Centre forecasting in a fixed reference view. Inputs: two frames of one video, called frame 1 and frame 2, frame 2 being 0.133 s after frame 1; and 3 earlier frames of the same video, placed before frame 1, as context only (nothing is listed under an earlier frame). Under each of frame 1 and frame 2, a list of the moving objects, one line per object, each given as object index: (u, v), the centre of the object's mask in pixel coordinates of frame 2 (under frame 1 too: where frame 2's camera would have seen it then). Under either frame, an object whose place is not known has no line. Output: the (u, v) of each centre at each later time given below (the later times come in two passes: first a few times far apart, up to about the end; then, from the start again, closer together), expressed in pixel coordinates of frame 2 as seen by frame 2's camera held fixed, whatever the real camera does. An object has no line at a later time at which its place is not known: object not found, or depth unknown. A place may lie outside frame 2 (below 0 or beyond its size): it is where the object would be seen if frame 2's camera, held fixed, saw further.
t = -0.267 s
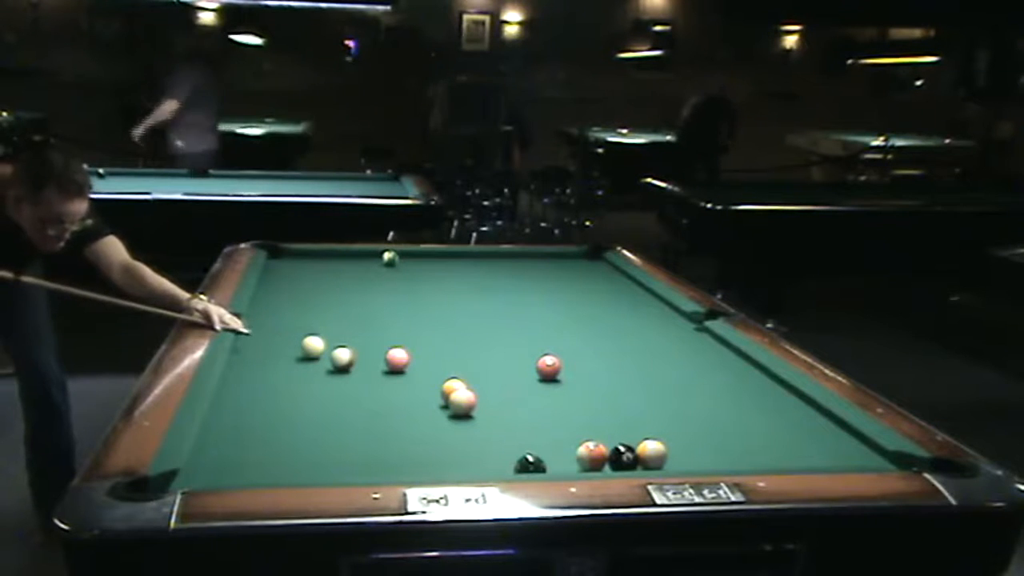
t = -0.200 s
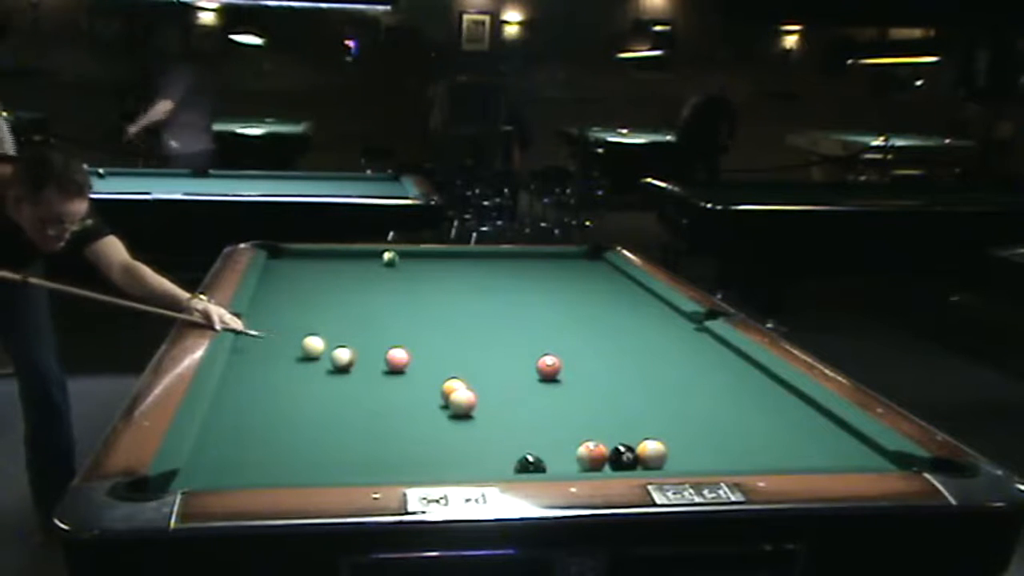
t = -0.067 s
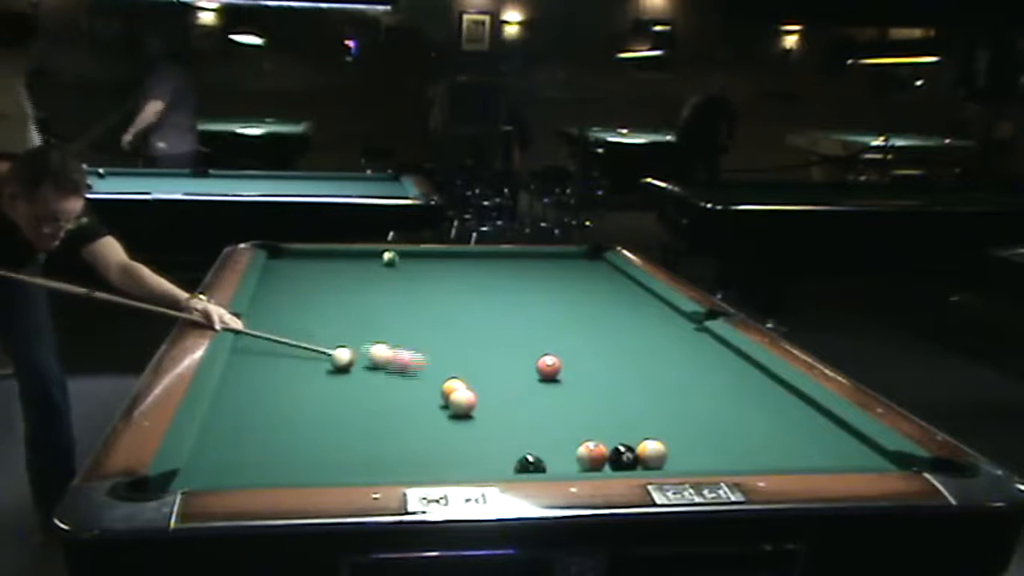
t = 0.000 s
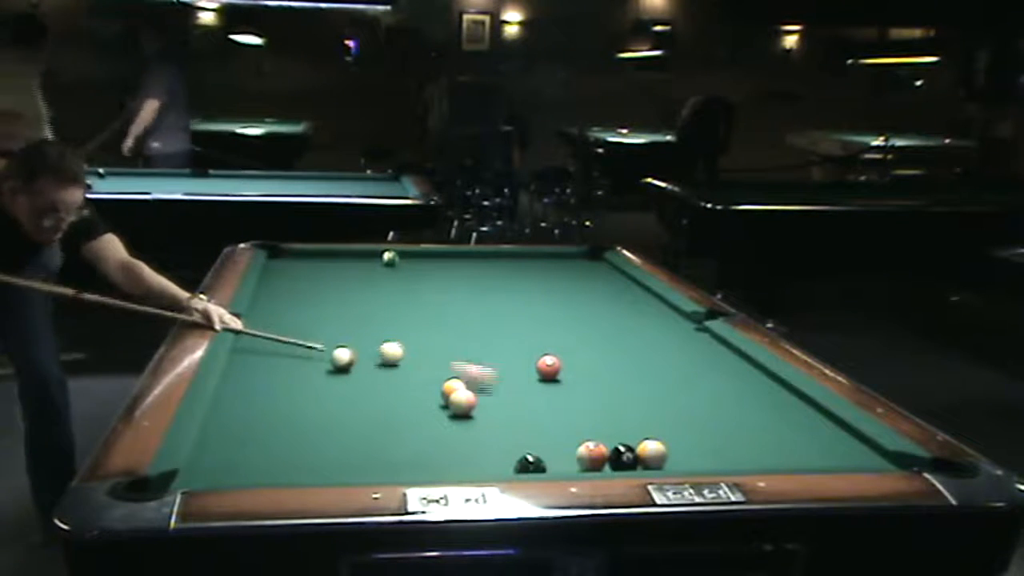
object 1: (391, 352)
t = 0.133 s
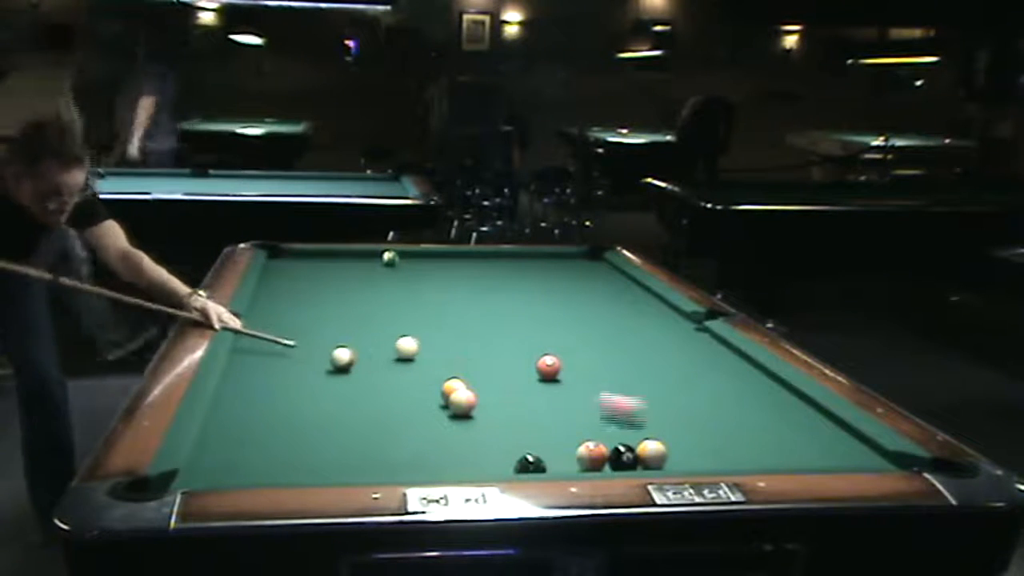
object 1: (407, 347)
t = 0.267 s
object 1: (420, 342)
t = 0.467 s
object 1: (440, 336)
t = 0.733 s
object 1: (463, 328)
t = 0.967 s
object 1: (480, 323)
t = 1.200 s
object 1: (497, 318)
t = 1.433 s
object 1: (512, 313)
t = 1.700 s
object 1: (527, 308)
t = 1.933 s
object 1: (538, 305)
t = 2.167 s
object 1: (549, 302)
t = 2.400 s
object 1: (558, 299)
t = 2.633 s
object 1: (567, 296)
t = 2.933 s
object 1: (576, 294)
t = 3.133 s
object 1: (581, 292)
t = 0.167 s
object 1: (410, 345)
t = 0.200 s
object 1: (413, 344)
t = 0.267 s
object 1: (420, 342)
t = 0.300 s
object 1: (423, 341)
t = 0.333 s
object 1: (427, 340)
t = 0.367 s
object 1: (430, 339)
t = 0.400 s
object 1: (434, 337)
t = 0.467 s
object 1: (440, 336)
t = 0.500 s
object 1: (443, 335)
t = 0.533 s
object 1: (445, 334)
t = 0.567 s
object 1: (449, 333)
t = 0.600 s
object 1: (451, 332)
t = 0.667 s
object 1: (457, 330)
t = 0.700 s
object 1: (460, 329)
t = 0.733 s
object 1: (463, 328)
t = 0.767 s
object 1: (465, 328)
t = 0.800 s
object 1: (468, 327)
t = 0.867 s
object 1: (473, 325)
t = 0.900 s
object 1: (475, 324)
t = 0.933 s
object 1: (478, 323)
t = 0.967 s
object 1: (480, 323)
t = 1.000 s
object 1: (483, 322)
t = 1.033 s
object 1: (485, 321)
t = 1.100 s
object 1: (490, 320)
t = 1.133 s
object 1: (492, 319)
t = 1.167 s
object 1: (495, 318)
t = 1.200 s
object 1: (497, 318)
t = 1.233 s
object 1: (499, 317)
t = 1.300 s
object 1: (503, 316)
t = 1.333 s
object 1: (506, 315)
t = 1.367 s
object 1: (508, 314)
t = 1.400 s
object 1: (510, 314)
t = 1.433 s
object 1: (512, 313)
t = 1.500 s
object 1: (516, 312)
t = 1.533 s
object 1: (517, 312)
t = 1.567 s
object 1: (519, 311)
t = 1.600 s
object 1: (521, 310)
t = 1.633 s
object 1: (523, 310)
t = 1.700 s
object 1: (527, 308)
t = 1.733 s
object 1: (528, 308)
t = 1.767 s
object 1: (530, 308)
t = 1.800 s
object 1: (532, 307)
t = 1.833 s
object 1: (533, 307)
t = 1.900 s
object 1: (537, 306)
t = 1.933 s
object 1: (538, 305)
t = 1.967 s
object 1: (540, 305)
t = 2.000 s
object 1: (542, 304)
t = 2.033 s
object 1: (543, 304)
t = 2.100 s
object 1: (546, 302)
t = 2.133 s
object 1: (548, 302)
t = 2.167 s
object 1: (549, 302)
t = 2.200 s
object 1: (551, 301)
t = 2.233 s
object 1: (552, 301)
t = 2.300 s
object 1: (555, 300)
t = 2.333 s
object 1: (556, 300)
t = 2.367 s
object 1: (557, 299)
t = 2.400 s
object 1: (558, 299)
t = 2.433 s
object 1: (560, 299)
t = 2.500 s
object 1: (562, 298)
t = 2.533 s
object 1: (564, 297)
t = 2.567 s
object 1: (565, 297)
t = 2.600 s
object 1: (566, 297)
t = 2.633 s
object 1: (567, 296)
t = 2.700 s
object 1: (569, 296)
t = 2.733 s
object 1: (570, 295)
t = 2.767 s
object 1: (571, 295)
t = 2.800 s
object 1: (572, 295)
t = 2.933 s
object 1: (576, 294)
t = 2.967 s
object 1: (577, 293)
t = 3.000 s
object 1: (578, 293)
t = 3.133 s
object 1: (581, 292)
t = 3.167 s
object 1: (582, 291)
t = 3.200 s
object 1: (582, 291)
